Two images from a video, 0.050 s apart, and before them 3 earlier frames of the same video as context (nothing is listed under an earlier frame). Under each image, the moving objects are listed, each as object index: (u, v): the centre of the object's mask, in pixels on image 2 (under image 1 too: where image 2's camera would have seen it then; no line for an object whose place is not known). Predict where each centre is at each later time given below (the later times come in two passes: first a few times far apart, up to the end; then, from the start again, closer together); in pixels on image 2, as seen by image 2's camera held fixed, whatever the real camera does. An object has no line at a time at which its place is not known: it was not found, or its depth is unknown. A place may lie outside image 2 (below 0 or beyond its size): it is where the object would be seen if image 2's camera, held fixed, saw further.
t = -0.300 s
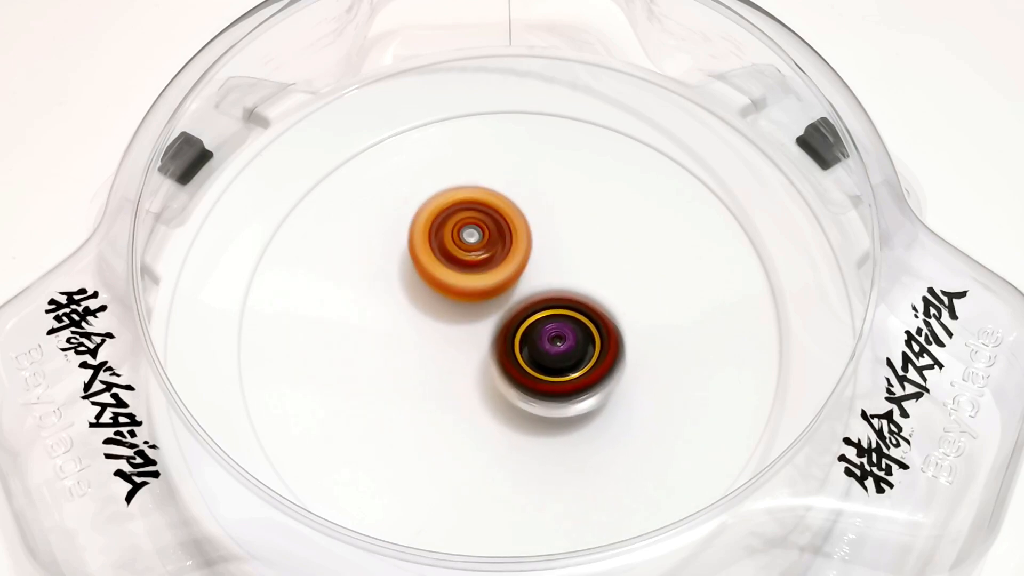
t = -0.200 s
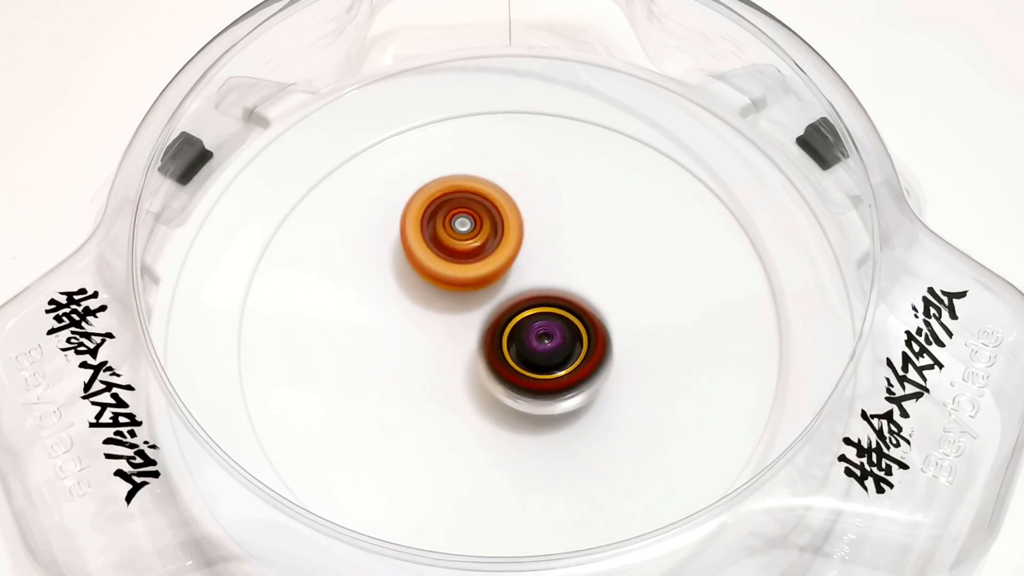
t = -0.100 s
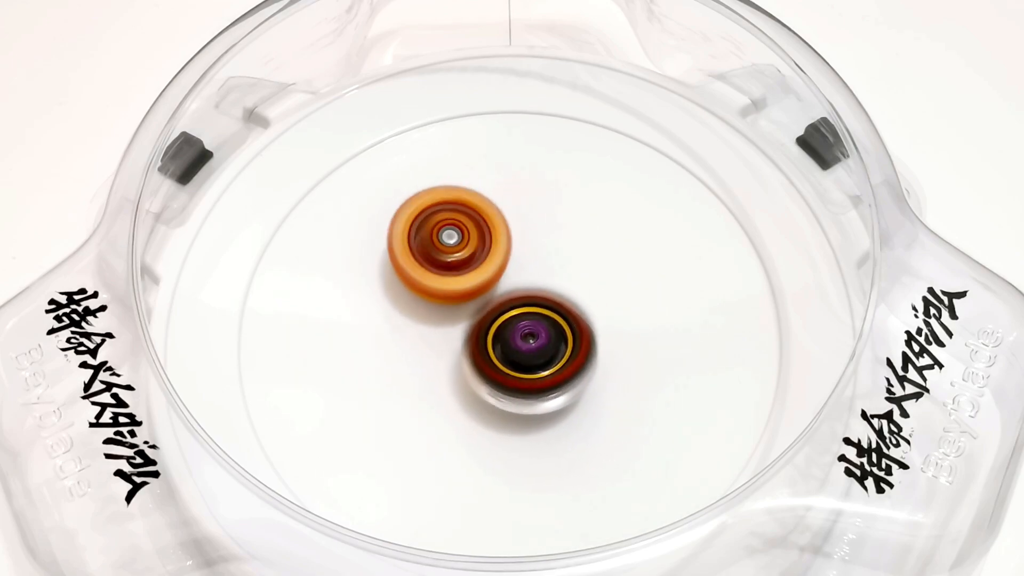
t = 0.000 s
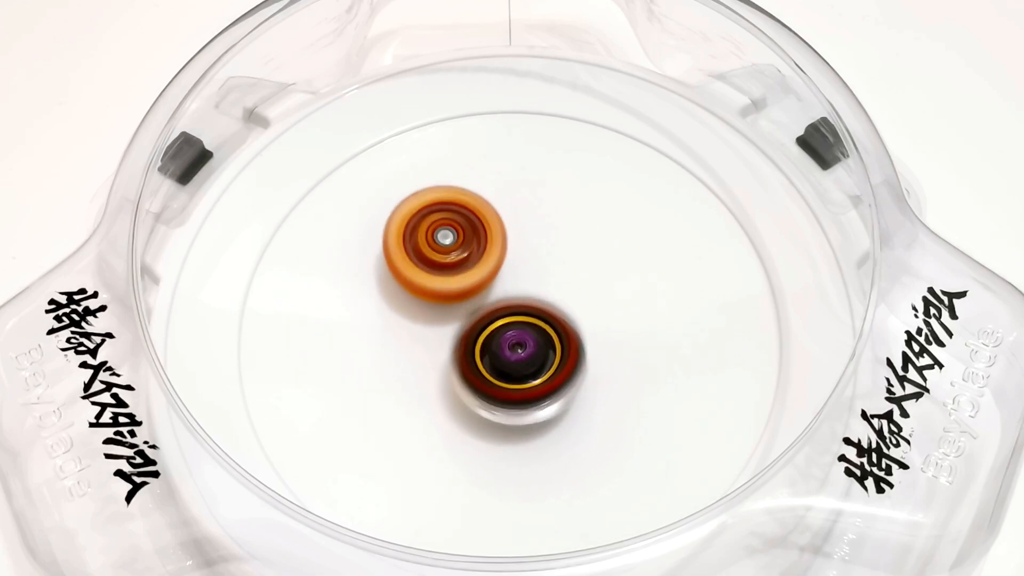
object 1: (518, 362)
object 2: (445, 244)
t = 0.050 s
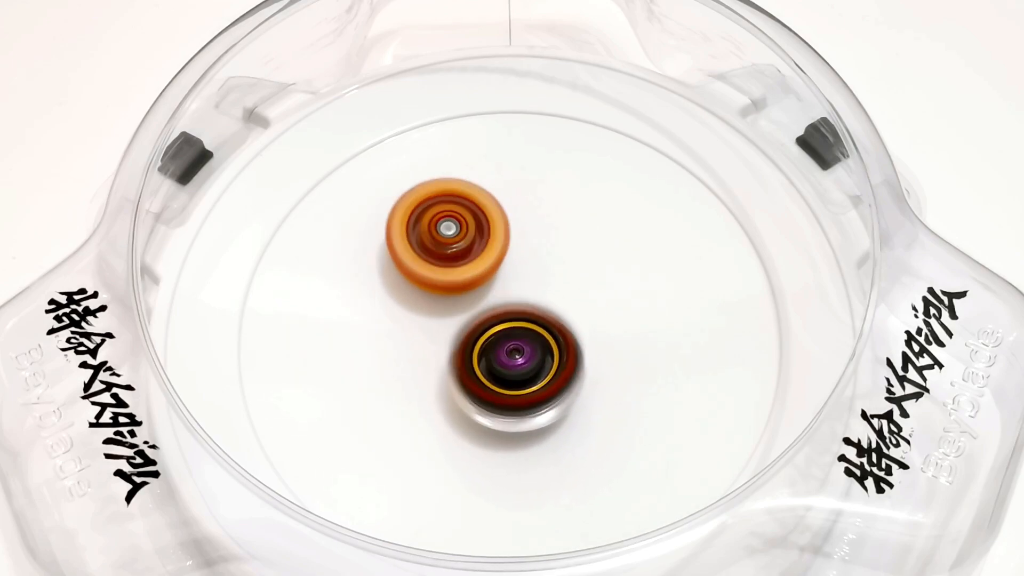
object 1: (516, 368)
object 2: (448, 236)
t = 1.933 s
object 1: (438, 299)
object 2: (572, 325)
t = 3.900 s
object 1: (539, 257)
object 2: (456, 350)
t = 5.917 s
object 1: (540, 385)
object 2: (480, 271)
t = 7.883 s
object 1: (401, 288)
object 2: (533, 318)
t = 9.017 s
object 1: (527, 228)
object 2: (492, 343)
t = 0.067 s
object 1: (516, 369)
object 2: (450, 235)
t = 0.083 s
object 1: (515, 371)
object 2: (452, 236)
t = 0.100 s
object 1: (514, 372)
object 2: (455, 237)
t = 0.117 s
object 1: (514, 374)
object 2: (457, 239)
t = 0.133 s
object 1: (513, 376)
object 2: (459, 241)
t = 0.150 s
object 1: (514, 377)
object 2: (461, 244)
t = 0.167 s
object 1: (513, 377)
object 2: (463, 246)
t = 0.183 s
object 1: (512, 378)
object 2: (465, 248)
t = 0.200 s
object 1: (511, 379)
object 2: (467, 250)
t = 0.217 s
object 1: (511, 380)
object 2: (470, 252)
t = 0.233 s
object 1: (511, 381)
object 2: (472, 253)
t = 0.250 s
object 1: (511, 381)
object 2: (475, 254)
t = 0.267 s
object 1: (510, 381)
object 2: (478, 255)
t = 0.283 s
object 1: (509, 381)
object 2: (482, 256)
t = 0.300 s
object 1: (509, 382)
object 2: (485, 256)
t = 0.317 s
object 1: (508, 382)
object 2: (489, 257)
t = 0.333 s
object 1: (508, 383)
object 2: (493, 257)
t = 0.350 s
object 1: (508, 382)
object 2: (497, 257)
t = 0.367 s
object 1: (506, 382)
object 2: (500, 256)
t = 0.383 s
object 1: (505, 382)
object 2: (503, 256)
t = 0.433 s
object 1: (503, 380)
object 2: (512, 253)
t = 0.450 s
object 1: (501, 379)
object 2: (514, 252)
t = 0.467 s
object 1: (500, 379)
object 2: (516, 251)
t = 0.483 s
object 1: (499, 378)
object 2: (518, 249)
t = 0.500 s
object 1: (498, 377)
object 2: (519, 248)
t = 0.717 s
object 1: (478, 367)
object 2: (520, 245)
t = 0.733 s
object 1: (477, 367)
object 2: (520, 246)
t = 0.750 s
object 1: (476, 366)
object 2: (520, 247)
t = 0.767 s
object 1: (474, 365)
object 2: (521, 248)
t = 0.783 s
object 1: (471, 364)
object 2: (522, 249)
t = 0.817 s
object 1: (469, 363)
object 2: (524, 252)
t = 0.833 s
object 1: (468, 362)
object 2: (526, 253)
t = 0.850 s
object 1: (466, 361)
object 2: (528, 255)
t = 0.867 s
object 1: (463, 361)
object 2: (531, 255)
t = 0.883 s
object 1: (460, 361)
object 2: (538, 257)
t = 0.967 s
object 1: (454, 360)
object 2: (550, 263)
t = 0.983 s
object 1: (453, 359)
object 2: (551, 264)
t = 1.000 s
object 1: (452, 358)
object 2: (552, 264)
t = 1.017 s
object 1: (450, 358)
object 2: (553, 265)
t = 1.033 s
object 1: (450, 358)
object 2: (553, 266)
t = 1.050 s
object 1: (450, 357)
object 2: (554, 266)
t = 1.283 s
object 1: (444, 342)
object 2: (561, 277)
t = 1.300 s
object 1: (444, 340)
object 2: (562, 279)
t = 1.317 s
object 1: (443, 339)
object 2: (562, 281)
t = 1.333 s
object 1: (443, 338)
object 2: (564, 282)
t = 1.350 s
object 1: (442, 336)
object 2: (566, 282)
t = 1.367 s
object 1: (441, 334)
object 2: (569, 283)
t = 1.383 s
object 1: (440, 333)
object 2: (571, 283)
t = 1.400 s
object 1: (439, 332)
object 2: (573, 283)
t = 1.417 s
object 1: (439, 332)
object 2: (574, 283)
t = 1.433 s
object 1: (439, 330)
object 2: (576, 284)
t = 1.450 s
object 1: (438, 328)
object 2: (577, 284)
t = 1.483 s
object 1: (437, 327)
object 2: (578, 285)
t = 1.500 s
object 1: (436, 325)
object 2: (578, 286)
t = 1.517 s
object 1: (436, 324)
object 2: (579, 286)
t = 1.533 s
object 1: (434, 323)
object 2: (578, 287)
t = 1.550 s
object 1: (434, 322)
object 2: (578, 288)
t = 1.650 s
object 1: (433, 315)
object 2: (575, 292)
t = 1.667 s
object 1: (432, 314)
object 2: (574, 293)
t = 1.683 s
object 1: (431, 313)
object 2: (574, 294)
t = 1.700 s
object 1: (432, 312)
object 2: (573, 295)
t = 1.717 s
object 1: (432, 311)
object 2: (573, 296)
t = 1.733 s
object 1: (431, 309)
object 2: (573, 298)
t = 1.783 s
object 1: (433, 307)
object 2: (573, 303)
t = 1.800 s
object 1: (433, 306)
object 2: (574, 306)
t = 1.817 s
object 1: (432, 305)
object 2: (574, 309)
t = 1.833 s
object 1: (433, 305)
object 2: (574, 311)
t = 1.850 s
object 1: (434, 304)
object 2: (574, 314)
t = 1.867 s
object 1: (435, 302)
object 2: (573, 316)
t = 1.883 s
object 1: (435, 302)
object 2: (573, 319)
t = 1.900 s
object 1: (435, 302)
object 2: (573, 321)
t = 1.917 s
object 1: (437, 301)
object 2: (572, 323)
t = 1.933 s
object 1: (438, 299)
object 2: (572, 325)
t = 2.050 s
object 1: (442, 292)
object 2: (569, 333)
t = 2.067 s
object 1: (443, 290)
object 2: (568, 334)
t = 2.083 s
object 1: (443, 289)
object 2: (567, 335)
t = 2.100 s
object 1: (443, 289)
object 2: (567, 336)
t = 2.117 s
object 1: (444, 287)
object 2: (569, 337)
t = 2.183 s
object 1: (445, 282)
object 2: (573, 339)
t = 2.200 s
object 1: (446, 281)
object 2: (573, 339)
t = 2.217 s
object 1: (445, 280)
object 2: (573, 340)
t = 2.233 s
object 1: (446, 279)
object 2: (572, 340)
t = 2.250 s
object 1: (447, 279)
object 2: (571, 341)
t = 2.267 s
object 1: (448, 277)
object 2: (571, 341)
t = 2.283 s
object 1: (448, 276)
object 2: (569, 341)
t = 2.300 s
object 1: (448, 276)
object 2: (568, 342)
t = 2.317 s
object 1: (450, 276)
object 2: (566, 342)
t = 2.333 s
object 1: (451, 275)
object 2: (565, 342)
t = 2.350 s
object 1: (451, 274)
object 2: (563, 343)
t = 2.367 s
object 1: (452, 274)
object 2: (561, 343)
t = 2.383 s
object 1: (454, 273)
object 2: (560, 344)
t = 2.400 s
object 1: (454, 271)
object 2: (560, 345)
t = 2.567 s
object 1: (461, 265)
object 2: (551, 353)
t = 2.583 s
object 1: (463, 264)
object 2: (550, 354)
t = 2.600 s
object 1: (463, 263)
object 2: (549, 355)
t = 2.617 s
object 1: (464, 264)
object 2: (547, 357)
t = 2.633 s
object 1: (466, 263)
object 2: (546, 358)
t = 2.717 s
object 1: (471, 261)
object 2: (536, 363)
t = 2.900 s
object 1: (488, 254)
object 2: (517, 374)
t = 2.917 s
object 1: (487, 254)
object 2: (515, 375)
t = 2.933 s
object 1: (489, 254)
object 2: (513, 376)
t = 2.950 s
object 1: (491, 253)
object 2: (511, 376)
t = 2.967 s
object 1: (491, 252)
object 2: (509, 376)
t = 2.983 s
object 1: (492, 252)
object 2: (507, 375)
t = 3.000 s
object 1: (495, 252)
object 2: (506, 375)
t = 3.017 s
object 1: (496, 251)
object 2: (505, 373)
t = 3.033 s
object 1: (496, 251)
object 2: (504, 372)
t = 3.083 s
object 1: (500, 249)
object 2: (502, 367)
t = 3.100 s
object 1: (501, 249)
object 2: (501, 365)
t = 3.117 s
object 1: (502, 249)
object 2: (501, 364)
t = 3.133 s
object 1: (505, 247)
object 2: (501, 367)
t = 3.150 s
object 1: (505, 245)
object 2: (500, 371)
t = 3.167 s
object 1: (505, 245)
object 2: (499, 375)
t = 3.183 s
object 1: (506, 241)
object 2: (493, 381)
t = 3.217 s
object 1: (507, 240)
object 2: (490, 383)
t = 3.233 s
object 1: (508, 237)
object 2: (483, 388)
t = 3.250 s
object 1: (508, 235)
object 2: (478, 389)
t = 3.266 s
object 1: (508, 234)
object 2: (476, 388)
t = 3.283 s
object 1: (508, 233)
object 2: (474, 387)
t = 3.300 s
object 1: (508, 233)
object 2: (473, 385)
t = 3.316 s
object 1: (509, 233)
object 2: (471, 383)
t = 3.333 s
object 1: (509, 232)
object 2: (471, 381)
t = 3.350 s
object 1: (508, 232)
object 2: (470, 378)
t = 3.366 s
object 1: (509, 233)
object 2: (471, 376)
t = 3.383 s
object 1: (509, 233)
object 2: (471, 373)
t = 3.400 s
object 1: (509, 234)
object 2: (472, 369)
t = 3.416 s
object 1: (510, 235)
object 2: (474, 366)
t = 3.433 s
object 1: (510, 236)
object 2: (475, 363)
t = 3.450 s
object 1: (510, 237)
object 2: (477, 360)
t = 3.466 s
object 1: (510, 238)
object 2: (479, 358)
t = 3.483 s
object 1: (511, 240)
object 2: (481, 356)
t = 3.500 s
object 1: (512, 240)
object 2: (483, 355)
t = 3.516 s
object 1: (511, 241)
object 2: (485, 354)
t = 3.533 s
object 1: (515, 242)
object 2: (484, 358)
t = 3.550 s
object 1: (515, 242)
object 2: (482, 360)
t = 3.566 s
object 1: (516, 243)
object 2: (481, 362)
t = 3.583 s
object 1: (517, 244)
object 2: (479, 363)
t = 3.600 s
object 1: (518, 244)
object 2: (476, 364)
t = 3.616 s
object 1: (519, 243)
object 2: (472, 364)
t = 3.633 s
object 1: (520, 245)
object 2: (469, 364)
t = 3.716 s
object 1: (526, 246)
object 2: (456, 361)
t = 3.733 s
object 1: (526, 247)
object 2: (455, 360)
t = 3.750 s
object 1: (527, 249)
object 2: (454, 359)
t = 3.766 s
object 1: (528, 249)
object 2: (453, 357)
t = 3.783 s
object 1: (529, 250)
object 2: (454, 356)
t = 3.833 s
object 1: (532, 253)
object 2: (456, 352)
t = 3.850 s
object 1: (534, 255)
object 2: (457, 350)
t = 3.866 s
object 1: (535, 255)
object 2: (458, 350)
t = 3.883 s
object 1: (537, 256)
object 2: (457, 350)
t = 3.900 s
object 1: (539, 257)
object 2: (456, 350)
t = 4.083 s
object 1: (557, 268)
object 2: (454, 350)
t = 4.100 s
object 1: (556, 269)
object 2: (453, 351)
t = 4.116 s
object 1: (559, 270)
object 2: (453, 351)
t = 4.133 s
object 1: (560, 271)
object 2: (452, 351)
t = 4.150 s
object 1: (561, 272)
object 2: (452, 350)
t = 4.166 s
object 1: (563, 273)
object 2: (452, 350)
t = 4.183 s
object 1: (564, 273)
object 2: (452, 349)
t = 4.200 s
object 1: (566, 274)
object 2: (452, 349)
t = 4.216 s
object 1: (567, 276)
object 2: (453, 348)
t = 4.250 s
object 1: (569, 277)
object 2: (454, 345)
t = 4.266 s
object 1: (570, 279)
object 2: (455, 344)
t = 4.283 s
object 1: (573, 279)
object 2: (455, 343)
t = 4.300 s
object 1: (572, 280)
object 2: (455, 342)
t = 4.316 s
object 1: (574, 282)
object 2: (456, 341)
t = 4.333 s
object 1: (575, 283)
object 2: (457, 339)
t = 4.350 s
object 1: (575, 284)
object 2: (456, 338)
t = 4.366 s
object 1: (577, 286)
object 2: (456, 337)
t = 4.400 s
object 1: (578, 287)
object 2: (454, 335)
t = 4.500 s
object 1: (582, 293)
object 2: (453, 328)
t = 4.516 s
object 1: (582, 295)
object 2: (453, 327)
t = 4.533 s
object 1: (584, 296)
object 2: (453, 326)
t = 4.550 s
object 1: (584, 297)
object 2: (451, 325)
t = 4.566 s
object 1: (585, 299)
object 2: (449, 324)
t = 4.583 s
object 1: (586, 299)
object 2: (448, 323)
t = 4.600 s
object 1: (586, 300)
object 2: (447, 322)
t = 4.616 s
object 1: (586, 302)
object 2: (447, 321)
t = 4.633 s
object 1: (587, 302)
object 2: (446, 320)
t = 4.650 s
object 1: (587, 303)
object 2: (445, 319)
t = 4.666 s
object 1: (587, 305)
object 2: (445, 318)
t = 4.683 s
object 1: (588, 306)
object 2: (446, 317)
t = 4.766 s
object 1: (587, 313)
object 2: (448, 314)
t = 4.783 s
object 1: (586, 314)
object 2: (449, 313)
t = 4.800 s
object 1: (585, 315)
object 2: (450, 313)
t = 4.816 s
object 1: (586, 318)
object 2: (450, 312)
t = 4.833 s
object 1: (587, 319)
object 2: (448, 310)
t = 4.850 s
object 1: (587, 321)
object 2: (446, 308)
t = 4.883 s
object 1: (589, 323)
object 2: (442, 302)
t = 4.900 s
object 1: (588, 326)
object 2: (441, 300)
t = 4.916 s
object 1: (590, 327)
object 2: (440, 298)
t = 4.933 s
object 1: (590, 328)
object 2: (440, 297)
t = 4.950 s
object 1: (590, 330)
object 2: (440, 295)
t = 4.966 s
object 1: (591, 331)
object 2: (441, 294)
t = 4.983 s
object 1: (590, 332)
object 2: (442, 293)
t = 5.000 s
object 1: (590, 334)
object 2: (443, 293)
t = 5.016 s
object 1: (590, 335)
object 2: (445, 292)
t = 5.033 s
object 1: (590, 336)
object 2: (447, 292)
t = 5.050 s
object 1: (589, 338)
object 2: (449, 292)
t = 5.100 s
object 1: (588, 341)
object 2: (457, 293)
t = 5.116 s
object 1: (587, 341)
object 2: (459, 293)
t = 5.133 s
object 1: (585, 342)
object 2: (461, 294)
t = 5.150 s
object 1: (586, 345)
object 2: (462, 294)
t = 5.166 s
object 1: (586, 345)
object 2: (463, 294)
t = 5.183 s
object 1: (584, 347)
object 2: (464, 294)
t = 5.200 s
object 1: (586, 348)
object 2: (465, 294)
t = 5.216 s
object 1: (584, 348)
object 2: (466, 293)
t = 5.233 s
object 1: (585, 352)
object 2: (464, 291)
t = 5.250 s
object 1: (586, 353)
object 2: (463, 288)
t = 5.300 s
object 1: (585, 355)
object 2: (460, 282)
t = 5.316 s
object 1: (585, 356)
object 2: (460, 281)
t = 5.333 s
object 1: (585, 357)
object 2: (461, 279)
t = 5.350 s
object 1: (585, 357)
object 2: (462, 279)
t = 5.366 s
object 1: (584, 358)
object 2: (463, 278)
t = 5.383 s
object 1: (584, 359)
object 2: (464, 279)
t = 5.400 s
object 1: (583, 359)
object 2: (466, 279)
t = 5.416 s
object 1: (581, 360)
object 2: (467, 279)
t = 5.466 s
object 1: (578, 362)
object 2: (473, 281)
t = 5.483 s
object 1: (577, 361)
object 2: (474, 282)
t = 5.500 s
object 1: (575, 361)
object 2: (476, 282)
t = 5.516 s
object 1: (575, 366)
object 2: (472, 277)
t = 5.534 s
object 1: (575, 368)
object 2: (470, 271)
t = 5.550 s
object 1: (573, 369)
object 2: (469, 270)
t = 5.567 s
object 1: (573, 371)
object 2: (469, 268)
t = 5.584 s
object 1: (572, 371)
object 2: (469, 267)
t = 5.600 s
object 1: (571, 372)
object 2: (469, 267)
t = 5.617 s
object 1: (570, 373)
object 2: (470, 267)
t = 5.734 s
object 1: (559, 375)
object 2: (476, 275)
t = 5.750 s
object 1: (557, 376)
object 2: (477, 277)
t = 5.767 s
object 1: (555, 376)
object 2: (478, 279)
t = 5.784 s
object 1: (552, 378)
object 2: (478, 278)
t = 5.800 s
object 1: (552, 380)
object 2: (477, 276)
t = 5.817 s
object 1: (550, 379)
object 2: (477, 275)
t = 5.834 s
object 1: (549, 381)
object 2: (477, 273)
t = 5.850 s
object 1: (548, 382)
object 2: (477, 272)
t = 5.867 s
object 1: (546, 383)
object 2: (477, 272)
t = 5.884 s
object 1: (545, 384)
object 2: (478, 271)
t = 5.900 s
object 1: (543, 383)
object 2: (479, 271)
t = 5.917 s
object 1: (540, 385)
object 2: (480, 271)
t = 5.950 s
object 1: (538, 385)
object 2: (482, 273)
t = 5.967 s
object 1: (536, 386)
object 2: (483, 273)
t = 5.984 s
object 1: (534, 386)
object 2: (484, 274)
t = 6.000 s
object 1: (531, 388)
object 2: (485, 275)
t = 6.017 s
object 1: (531, 391)
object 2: (485, 272)
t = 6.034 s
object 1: (529, 392)
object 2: (486, 268)
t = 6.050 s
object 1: (527, 394)
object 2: (486, 265)
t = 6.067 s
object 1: (526, 395)
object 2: (486, 264)
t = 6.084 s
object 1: (524, 396)
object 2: (487, 263)
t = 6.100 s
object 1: (524, 398)
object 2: (489, 261)
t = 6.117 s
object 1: (522, 398)
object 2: (490, 261)
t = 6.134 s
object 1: (521, 400)
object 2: (491, 261)
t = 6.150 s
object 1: (520, 400)
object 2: (493, 261)
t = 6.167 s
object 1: (518, 400)
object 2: (494, 262)
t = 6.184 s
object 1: (518, 402)
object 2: (496, 263)
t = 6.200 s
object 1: (515, 401)
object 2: (497, 265)
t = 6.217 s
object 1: (514, 402)
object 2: (499, 265)
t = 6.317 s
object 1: (504, 400)
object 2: (504, 276)
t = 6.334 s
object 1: (502, 400)
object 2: (506, 277)
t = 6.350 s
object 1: (501, 399)
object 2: (506, 278)
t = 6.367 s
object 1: (498, 399)
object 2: (507, 278)
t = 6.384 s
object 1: (496, 400)
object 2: (508, 277)
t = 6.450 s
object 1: (489, 400)
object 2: (514, 274)
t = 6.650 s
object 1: (469, 392)
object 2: (515, 279)
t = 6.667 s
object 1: (466, 392)
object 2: (516, 280)
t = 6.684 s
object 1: (464, 392)
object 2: (517, 279)
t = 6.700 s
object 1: (462, 391)
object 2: (518, 278)
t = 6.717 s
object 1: (461, 392)
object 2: (519, 278)
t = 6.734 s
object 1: (459, 390)
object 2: (521, 278)
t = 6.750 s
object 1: (457, 391)
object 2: (522, 278)
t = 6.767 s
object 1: (456, 389)
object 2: (522, 278)
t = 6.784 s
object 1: (454, 389)
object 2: (523, 279)
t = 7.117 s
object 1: (427, 365)
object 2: (535, 290)
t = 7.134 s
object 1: (425, 363)
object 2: (534, 291)
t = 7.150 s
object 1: (424, 363)
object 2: (535, 292)
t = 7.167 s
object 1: (421, 360)
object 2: (538, 290)
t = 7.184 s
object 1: (418, 360)
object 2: (543, 289)
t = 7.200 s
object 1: (417, 358)
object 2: (547, 289)
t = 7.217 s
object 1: (415, 357)
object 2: (548, 289)
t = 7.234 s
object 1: (415, 356)
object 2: (549, 289)
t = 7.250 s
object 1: (413, 355)
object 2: (551, 290)
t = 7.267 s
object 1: (413, 354)
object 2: (551, 290)
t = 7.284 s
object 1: (412, 352)
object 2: (552, 291)
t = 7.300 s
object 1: (411, 351)
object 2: (553, 292)
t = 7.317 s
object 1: (411, 349)
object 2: (552, 293)
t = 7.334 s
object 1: (409, 348)
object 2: (551, 294)
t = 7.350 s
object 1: (410, 347)
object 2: (551, 295)
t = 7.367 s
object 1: (409, 345)
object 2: (550, 295)
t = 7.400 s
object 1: (409, 341)
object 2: (548, 297)
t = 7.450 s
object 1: (409, 336)
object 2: (545, 300)
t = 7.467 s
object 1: (410, 334)
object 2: (543, 301)
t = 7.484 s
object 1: (410, 332)
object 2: (541, 302)
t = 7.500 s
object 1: (406, 331)
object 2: (546, 302)
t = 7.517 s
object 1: (401, 329)
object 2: (551, 303)
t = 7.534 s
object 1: (397, 327)
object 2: (555, 303)
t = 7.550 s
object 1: (396, 325)
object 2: (558, 304)
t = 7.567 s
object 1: (396, 324)
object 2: (560, 305)
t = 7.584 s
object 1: (395, 322)
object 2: (561, 306)
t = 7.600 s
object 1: (394, 321)
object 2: (562, 307)
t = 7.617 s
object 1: (394, 319)
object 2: (563, 308)
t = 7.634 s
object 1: (393, 318)
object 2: (562, 309)
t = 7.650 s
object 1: (394, 316)
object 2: (561, 310)
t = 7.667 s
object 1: (393, 314)
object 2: (560, 311)
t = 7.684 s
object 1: (393, 314)
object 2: (559, 312)
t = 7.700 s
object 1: (393, 311)
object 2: (557, 313)
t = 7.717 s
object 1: (394, 310)
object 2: (555, 313)
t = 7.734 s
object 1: (394, 308)
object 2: (553, 313)
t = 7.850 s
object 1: (400, 296)
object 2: (536, 315)
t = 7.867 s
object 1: (401, 292)
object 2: (532, 316)
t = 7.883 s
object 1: (401, 288)
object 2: (533, 318)
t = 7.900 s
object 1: (401, 286)
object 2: (533, 319)
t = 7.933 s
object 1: (403, 283)
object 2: (534, 320)
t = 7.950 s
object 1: (405, 281)
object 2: (533, 322)
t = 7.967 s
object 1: (405, 279)
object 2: (533, 323)
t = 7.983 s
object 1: (406, 279)
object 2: (532, 323)
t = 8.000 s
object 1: (407, 276)
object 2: (531, 324)
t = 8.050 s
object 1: (409, 271)
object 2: (529, 327)
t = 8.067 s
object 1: (410, 269)
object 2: (528, 328)
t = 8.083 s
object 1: (410, 268)
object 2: (527, 329)
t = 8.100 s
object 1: (412, 266)
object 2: (527, 330)
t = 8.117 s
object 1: (413, 264)
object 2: (525, 331)
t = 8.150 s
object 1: (416, 262)
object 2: (524, 332)
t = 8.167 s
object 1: (418, 261)
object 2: (523, 333)
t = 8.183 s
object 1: (420, 259)
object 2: (522, 333)
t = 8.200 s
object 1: (421, 257)
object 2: (523, 335)
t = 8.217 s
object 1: (422, 255)
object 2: (523, 337)
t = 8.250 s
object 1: (425, 252)
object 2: (522, 340)
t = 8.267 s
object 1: (426, 252)
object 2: (522, 341)
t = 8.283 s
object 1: (429, 251)
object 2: (522, 342)
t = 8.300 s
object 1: (429, 250)
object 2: (520, 342)
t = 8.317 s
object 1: (432, 248)
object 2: (520, 343)
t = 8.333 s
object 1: (433, 247)
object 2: (518, 342)
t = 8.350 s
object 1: (436, 246)
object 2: (518, 342)
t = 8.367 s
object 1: (438, 245)
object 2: (517, 342)
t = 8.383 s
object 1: (440, 245)
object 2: (516, 342)
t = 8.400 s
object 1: (442, 243)
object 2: (515, 342)
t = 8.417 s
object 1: (446, 242)
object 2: (516, 343)
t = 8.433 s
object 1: (448, 241)
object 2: (516, 343)
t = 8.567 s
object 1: (465, 236)
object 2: (511, 349)
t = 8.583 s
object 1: (467, 235)
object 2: (511, 349)
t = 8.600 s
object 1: (468, 235)
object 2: (510, 350)
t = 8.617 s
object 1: (472, 233)
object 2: (509, 350)
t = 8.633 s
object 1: (475, 232)
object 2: (508, 349)
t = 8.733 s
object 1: (488, 230)
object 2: (502, 347)
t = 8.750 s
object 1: (490, 229)
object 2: (501, 346)
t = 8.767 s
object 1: (493, 229)
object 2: (500, 345)
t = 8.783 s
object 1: (496, 228)
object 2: (499, 346)
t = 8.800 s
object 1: (499, 228)
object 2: (498, 349)
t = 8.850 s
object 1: (505, 227)
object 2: (494, 352)
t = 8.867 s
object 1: (507, 227)
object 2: (494, 351)
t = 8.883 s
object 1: (509, 227)
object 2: (493, 352)
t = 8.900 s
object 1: (510, 227)
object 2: (493, 351)
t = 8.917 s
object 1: (513, 227)
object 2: (492, 351)
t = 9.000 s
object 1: (524, 228)
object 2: (492, 344)
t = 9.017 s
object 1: (527, 228)
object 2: (492, 343)
